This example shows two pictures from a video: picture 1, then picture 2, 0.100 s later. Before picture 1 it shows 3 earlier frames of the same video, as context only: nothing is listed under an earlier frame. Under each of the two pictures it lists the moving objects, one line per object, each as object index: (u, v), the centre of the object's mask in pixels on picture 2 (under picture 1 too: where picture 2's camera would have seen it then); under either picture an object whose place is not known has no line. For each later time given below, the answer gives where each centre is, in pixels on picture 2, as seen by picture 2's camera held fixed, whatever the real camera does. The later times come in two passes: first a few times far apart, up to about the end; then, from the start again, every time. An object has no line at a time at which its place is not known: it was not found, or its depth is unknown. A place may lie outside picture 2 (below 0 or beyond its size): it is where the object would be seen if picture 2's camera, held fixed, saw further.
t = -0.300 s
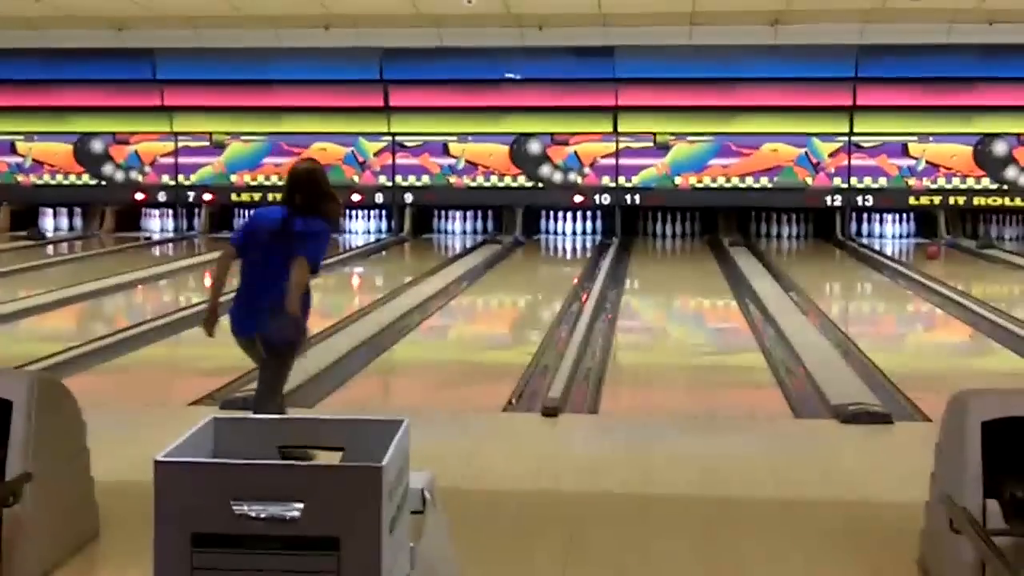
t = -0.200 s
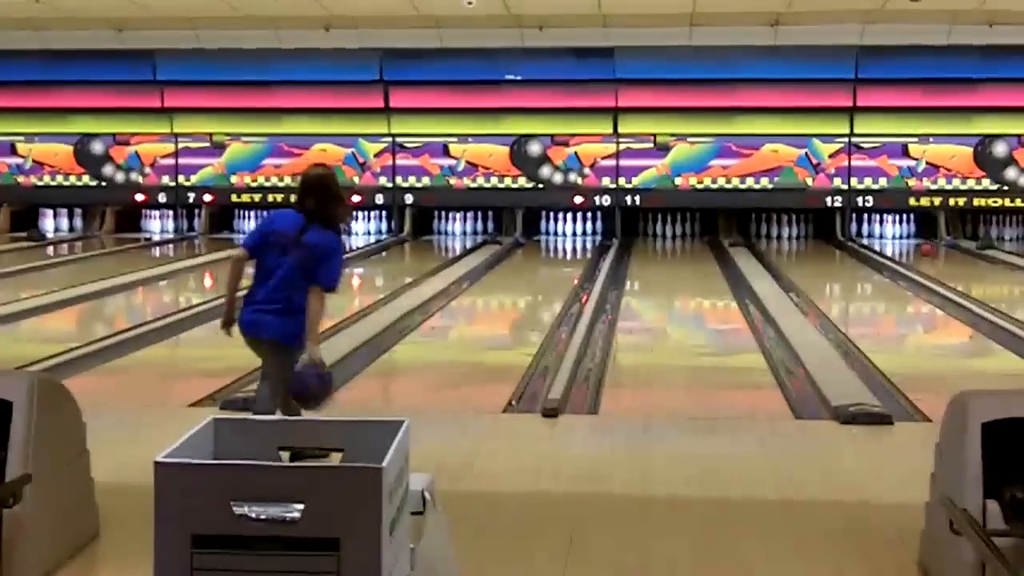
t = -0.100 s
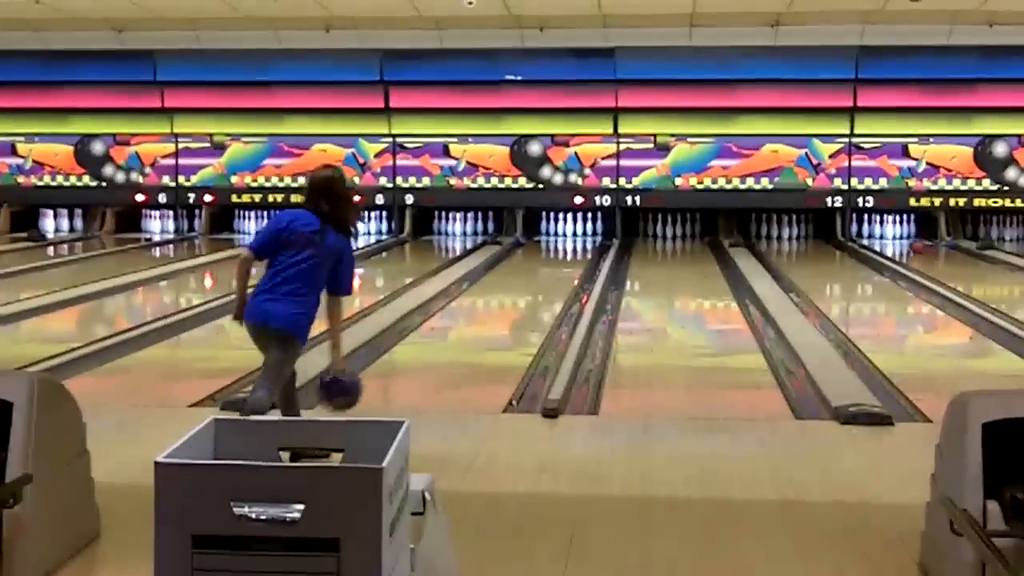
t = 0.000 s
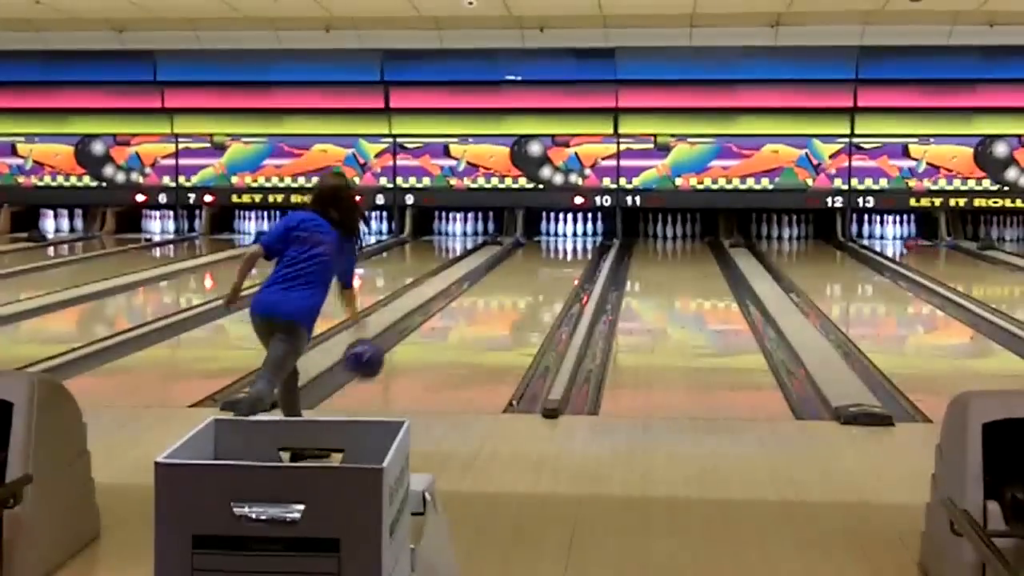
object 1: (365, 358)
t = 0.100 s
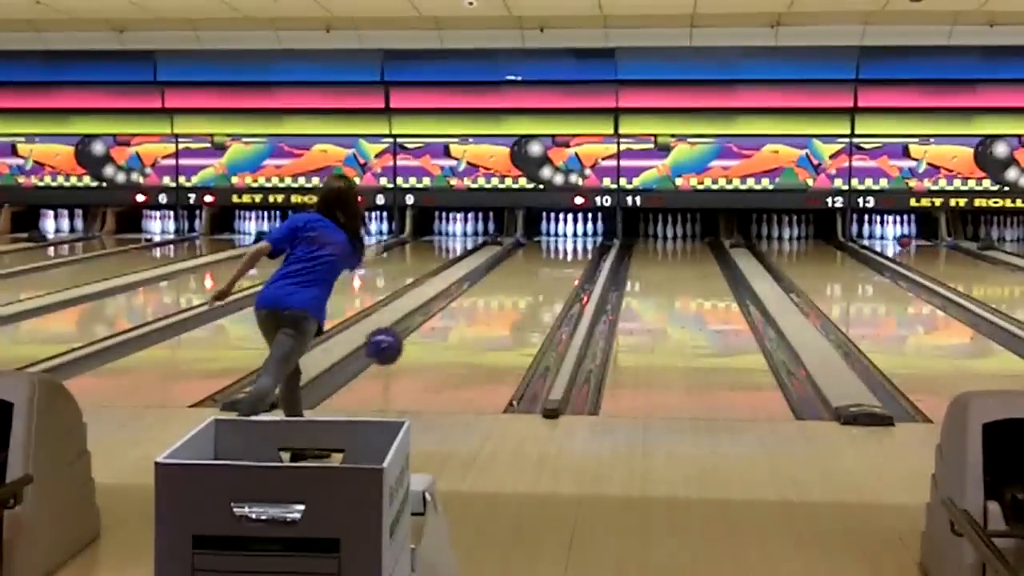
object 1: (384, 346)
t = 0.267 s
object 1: (412, 363)
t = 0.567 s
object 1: (451, 337)
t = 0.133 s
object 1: (390, 346)
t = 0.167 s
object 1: (396, 348)
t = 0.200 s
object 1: (402, 351)
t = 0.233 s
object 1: (407, 356)
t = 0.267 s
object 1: (412, 363)
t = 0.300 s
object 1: (417, 367)
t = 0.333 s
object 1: (422, 361)
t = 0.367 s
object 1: (426, 357)
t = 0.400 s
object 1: (431, 354)
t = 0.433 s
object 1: (435, 351)
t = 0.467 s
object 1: (439, 347)
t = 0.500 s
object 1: (443, 343)
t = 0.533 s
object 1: (447, 340)
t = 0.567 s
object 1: (451, 337)
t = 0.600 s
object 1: (454, 334)
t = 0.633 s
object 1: (458, 331)
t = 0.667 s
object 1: (461, 328)
